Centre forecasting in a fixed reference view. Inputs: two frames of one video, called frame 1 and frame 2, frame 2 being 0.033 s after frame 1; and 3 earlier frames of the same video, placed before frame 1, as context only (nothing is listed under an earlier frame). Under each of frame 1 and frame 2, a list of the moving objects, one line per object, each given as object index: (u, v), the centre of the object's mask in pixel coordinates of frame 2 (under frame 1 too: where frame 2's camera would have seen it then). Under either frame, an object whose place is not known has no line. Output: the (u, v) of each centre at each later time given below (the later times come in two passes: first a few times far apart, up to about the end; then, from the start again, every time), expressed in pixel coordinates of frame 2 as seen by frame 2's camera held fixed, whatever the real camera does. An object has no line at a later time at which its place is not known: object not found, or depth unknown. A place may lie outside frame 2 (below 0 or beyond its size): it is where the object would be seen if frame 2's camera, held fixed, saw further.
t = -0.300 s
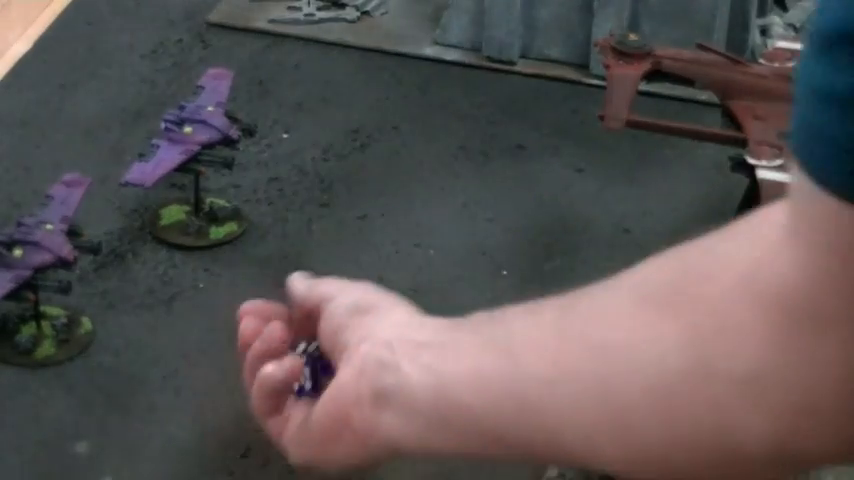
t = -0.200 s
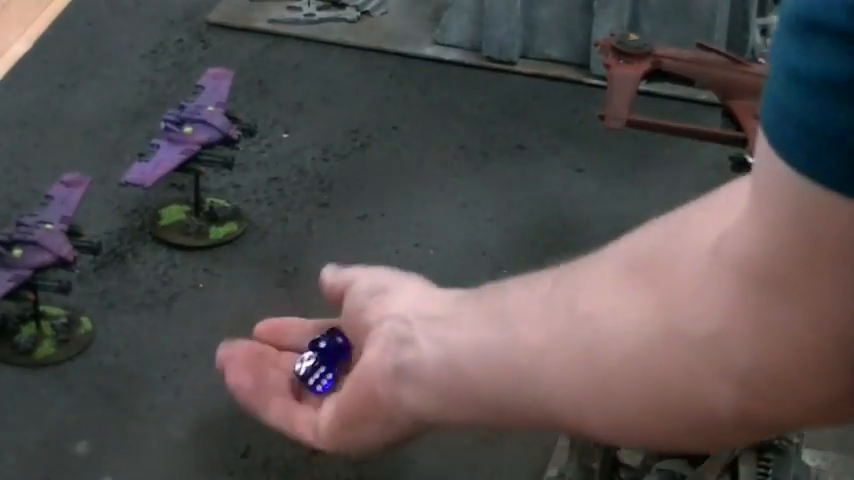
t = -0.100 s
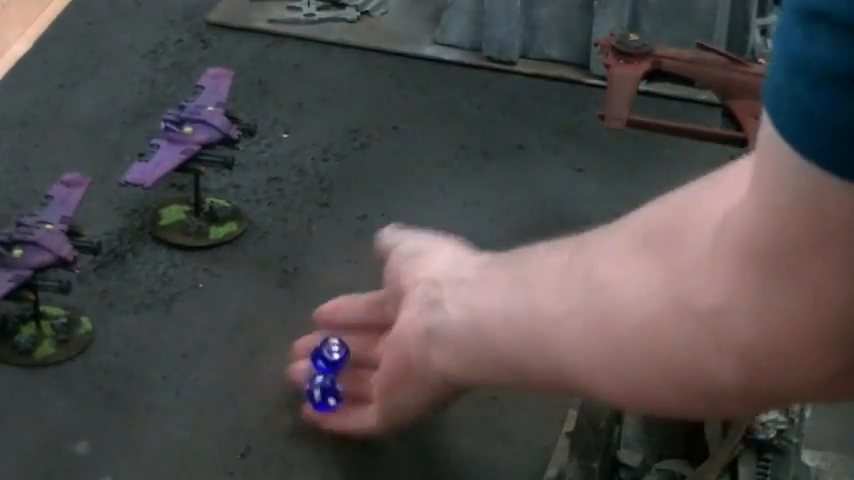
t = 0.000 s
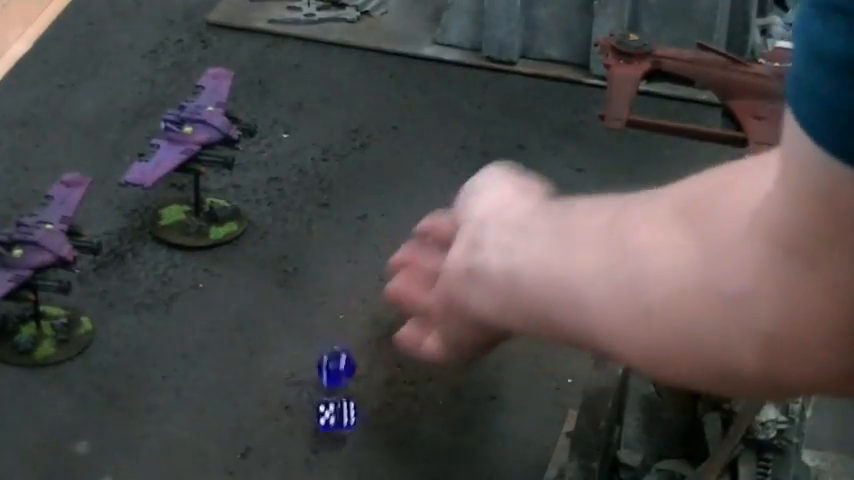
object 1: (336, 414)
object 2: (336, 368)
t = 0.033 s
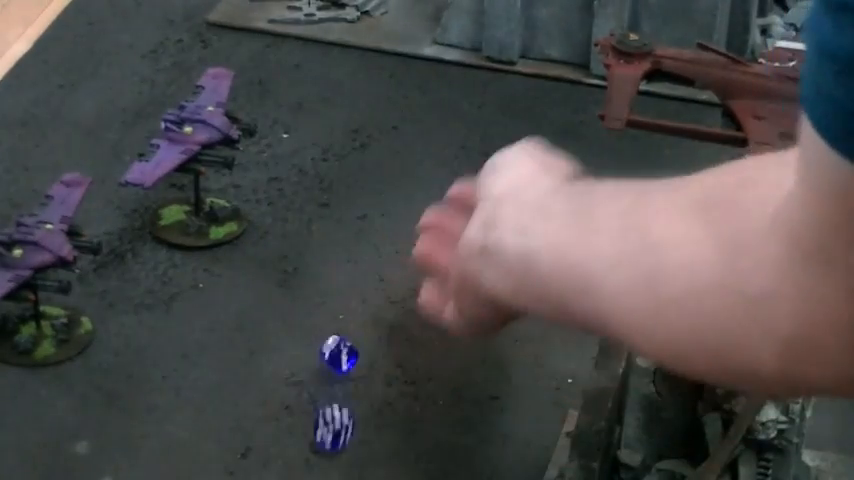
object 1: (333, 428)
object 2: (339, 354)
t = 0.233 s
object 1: (331, 453)
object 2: (347, 318)
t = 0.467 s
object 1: (332, 450)
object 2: (309, 314)
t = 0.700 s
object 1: (332, 450)
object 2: (308, 315)
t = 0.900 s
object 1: (332, 450)
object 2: (308, 315)
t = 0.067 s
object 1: (331, 442)
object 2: (341, 353)
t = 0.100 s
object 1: (328, 447)
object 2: (345, 345)
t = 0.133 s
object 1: (327, 451)
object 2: (347, 337)
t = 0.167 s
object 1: (329, 452)
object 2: (349, 331)
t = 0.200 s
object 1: (329, 453)
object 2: (350, 326)
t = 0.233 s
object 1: (331, 453)
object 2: (347, 318)
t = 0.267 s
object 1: (333, 452)
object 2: (344, 314)
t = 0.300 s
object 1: (333, 451)
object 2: (339, 310)
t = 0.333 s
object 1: (332, 450)
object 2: (333, 308)
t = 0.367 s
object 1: (332, 450)
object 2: (328, 309)
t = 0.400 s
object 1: (332, 450)
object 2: (319, 312)
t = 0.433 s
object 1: (333, 450)
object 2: (313, 313)
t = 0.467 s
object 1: (332, 450)
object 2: (309, 314)
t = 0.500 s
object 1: (332, 450)
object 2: (308, 314)
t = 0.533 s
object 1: (332, 451)
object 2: (308, 314)
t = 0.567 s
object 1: (332, 450)
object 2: (308, 314)
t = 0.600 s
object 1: (332, 450)
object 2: (308, 315)
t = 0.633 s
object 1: (332, 450)
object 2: (308, 315)
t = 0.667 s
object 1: (332, 450)
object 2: (308, 315)
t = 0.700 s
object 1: (332, 450)
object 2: (308, 315)
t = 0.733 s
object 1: (332, 450)
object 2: (308, 315)
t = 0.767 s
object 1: (332, 450)
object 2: (308, 315)
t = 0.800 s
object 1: (332, 450)
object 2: (308, 315)
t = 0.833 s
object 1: (332, 450)
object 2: (308, 315)
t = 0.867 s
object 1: (332, 450)
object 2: (308, 315)
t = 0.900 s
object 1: (332, 450)
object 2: (308, 315)
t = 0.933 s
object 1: (332, 450)
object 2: (308, 315)
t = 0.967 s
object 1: (332, 450)
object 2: (308, 315)
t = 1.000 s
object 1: (332, 450)
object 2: (308, 315)
